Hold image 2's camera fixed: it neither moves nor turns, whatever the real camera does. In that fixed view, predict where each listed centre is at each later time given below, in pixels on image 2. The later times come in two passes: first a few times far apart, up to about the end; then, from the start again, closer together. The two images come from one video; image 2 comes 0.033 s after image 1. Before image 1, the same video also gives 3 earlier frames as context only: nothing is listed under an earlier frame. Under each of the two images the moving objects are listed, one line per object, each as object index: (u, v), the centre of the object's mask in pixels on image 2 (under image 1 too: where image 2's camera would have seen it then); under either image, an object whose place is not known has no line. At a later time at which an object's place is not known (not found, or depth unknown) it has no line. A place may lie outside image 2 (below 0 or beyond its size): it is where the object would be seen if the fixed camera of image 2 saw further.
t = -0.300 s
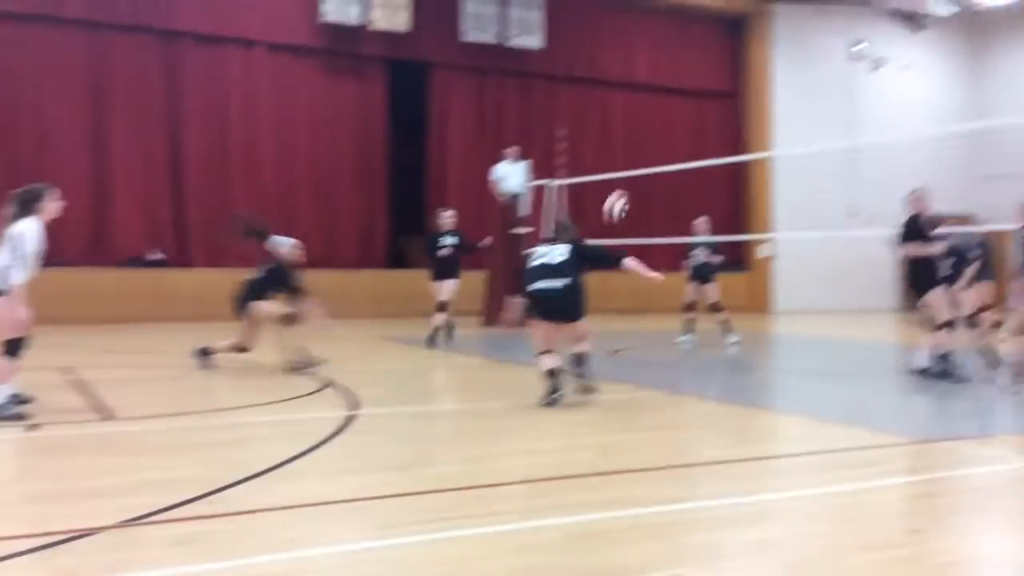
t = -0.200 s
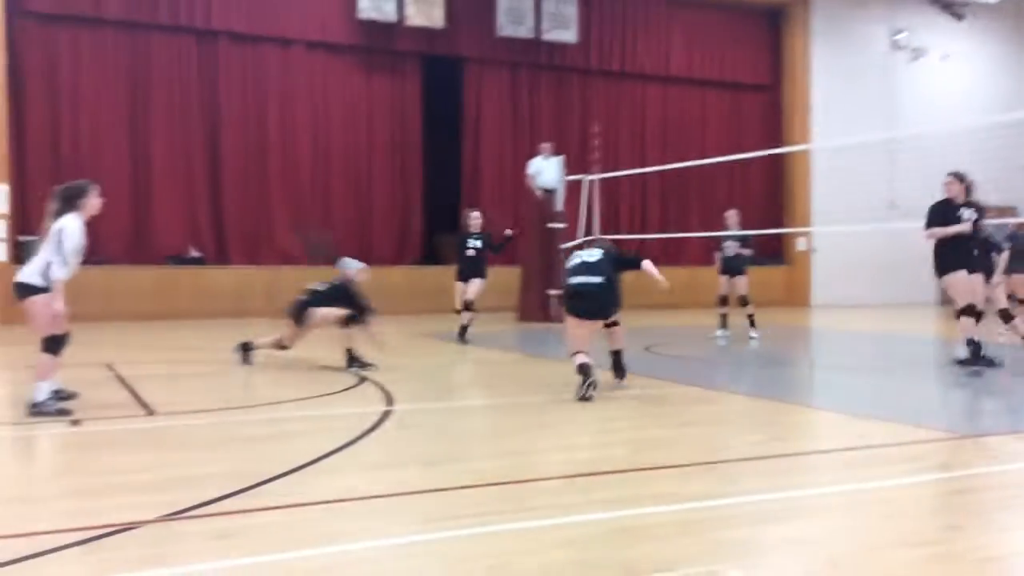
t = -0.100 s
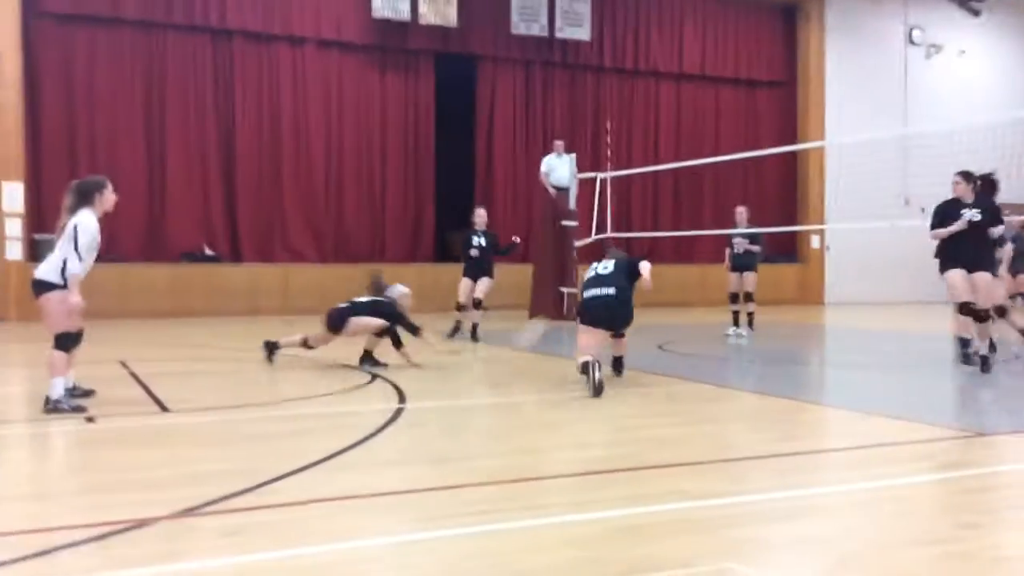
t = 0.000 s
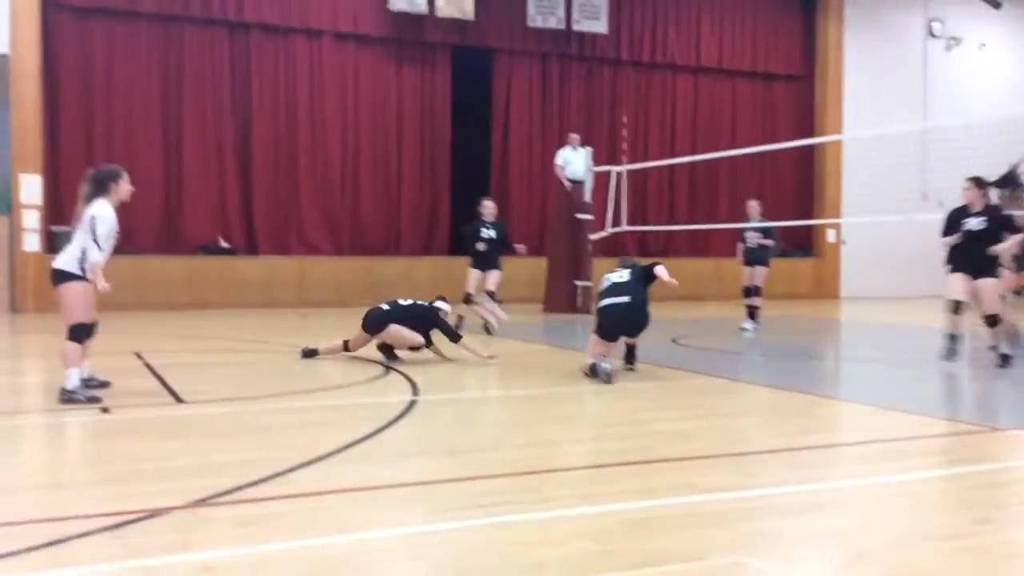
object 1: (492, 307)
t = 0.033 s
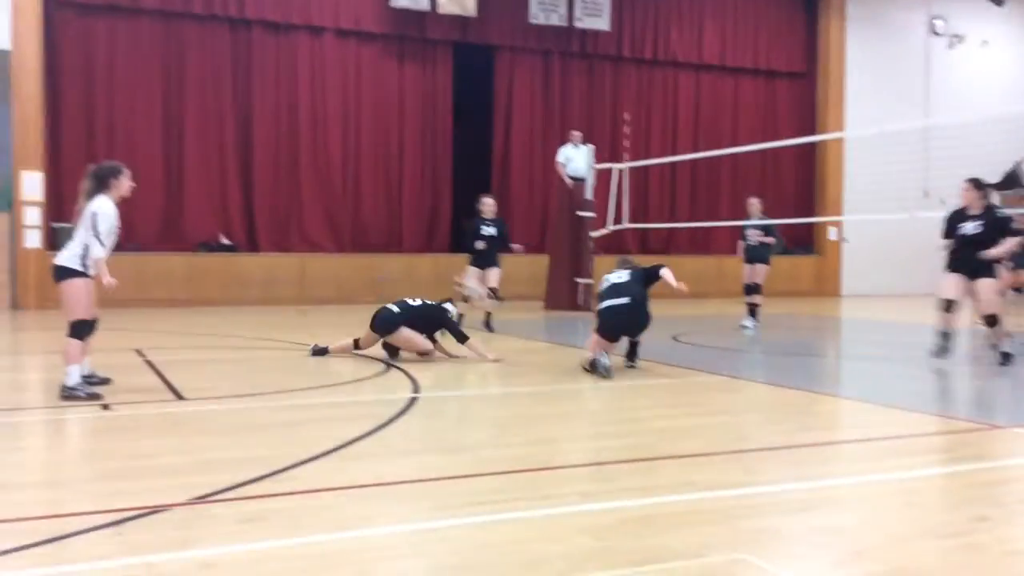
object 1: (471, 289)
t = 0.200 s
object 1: (389, 217)
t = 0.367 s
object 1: (304, 175)
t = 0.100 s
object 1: (439, 256)
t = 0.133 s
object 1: (421, 241)
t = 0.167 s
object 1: (406, 230)
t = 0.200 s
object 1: (389, 217)
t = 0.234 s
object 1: (371, 206)
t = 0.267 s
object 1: (356, 196)
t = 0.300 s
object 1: (338, 188)
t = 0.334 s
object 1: (320, 180)
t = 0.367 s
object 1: (304, 175)
